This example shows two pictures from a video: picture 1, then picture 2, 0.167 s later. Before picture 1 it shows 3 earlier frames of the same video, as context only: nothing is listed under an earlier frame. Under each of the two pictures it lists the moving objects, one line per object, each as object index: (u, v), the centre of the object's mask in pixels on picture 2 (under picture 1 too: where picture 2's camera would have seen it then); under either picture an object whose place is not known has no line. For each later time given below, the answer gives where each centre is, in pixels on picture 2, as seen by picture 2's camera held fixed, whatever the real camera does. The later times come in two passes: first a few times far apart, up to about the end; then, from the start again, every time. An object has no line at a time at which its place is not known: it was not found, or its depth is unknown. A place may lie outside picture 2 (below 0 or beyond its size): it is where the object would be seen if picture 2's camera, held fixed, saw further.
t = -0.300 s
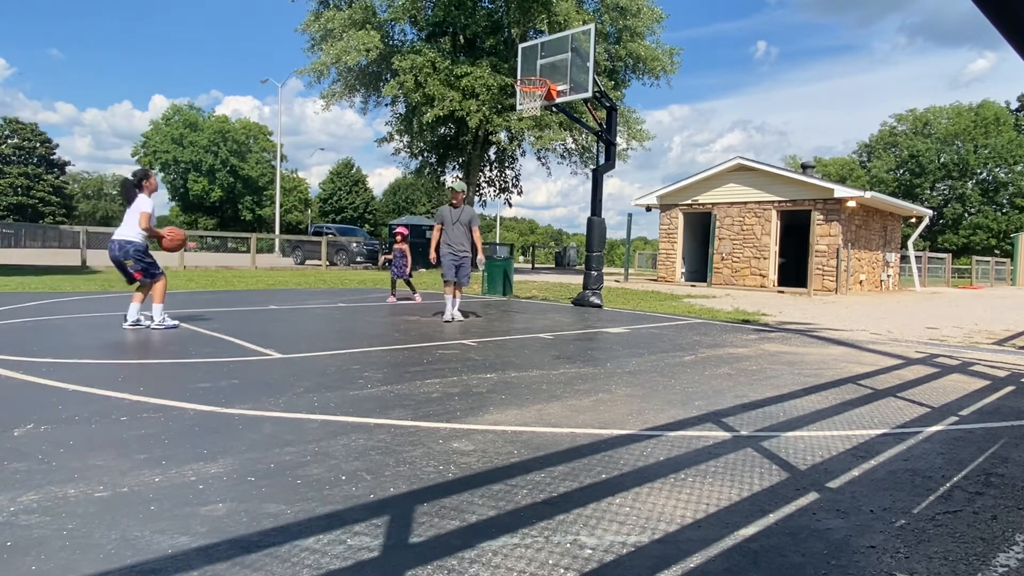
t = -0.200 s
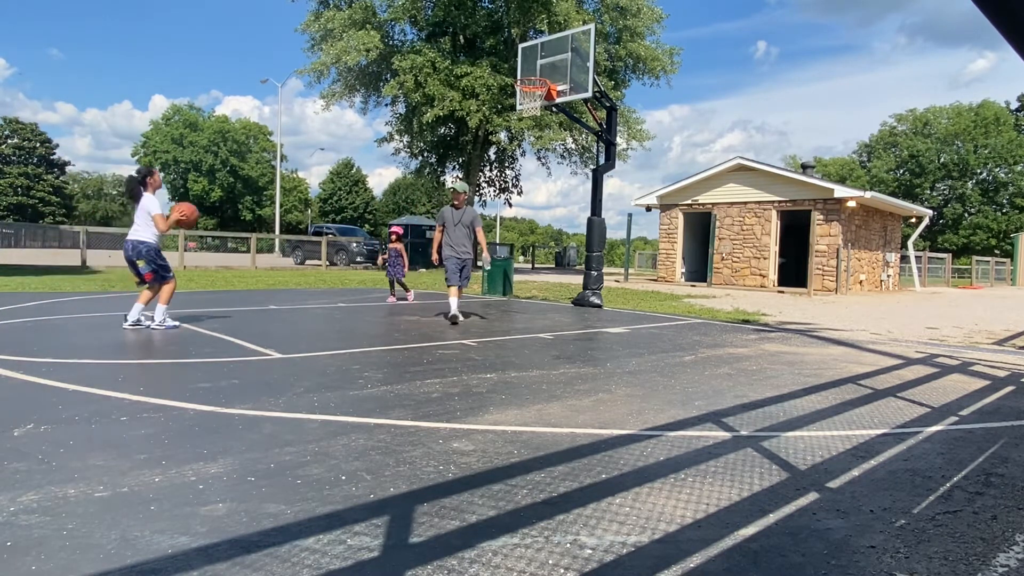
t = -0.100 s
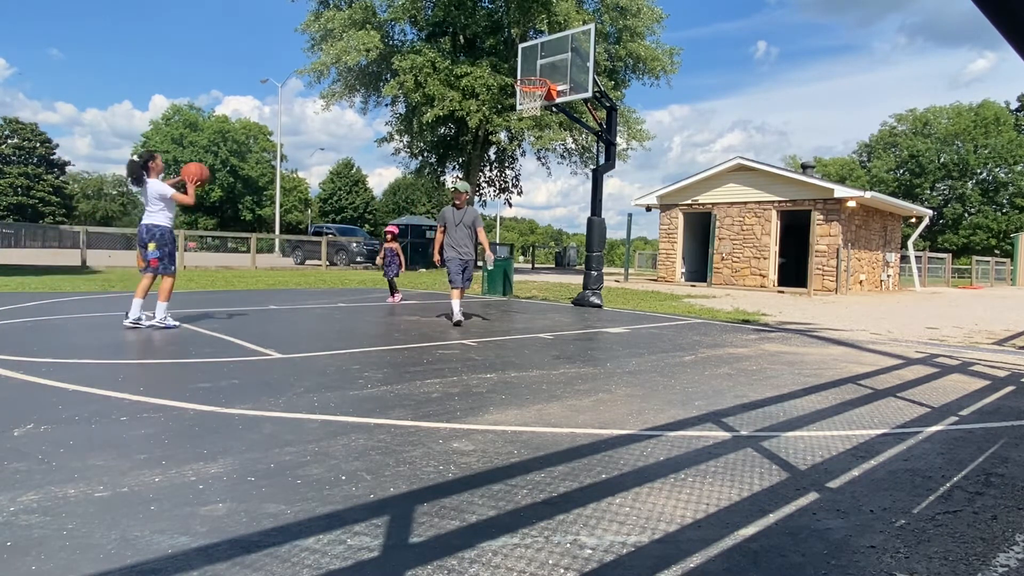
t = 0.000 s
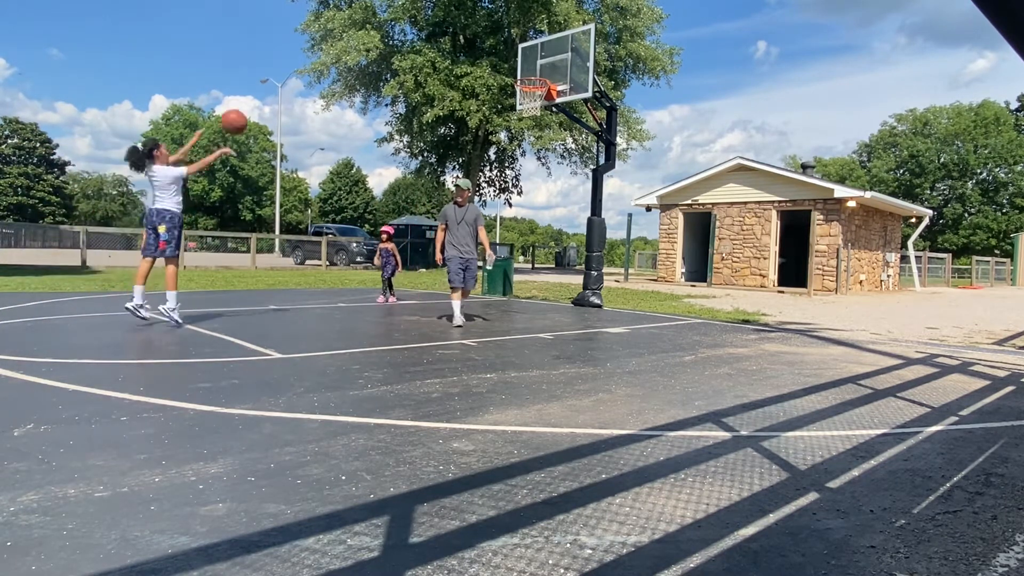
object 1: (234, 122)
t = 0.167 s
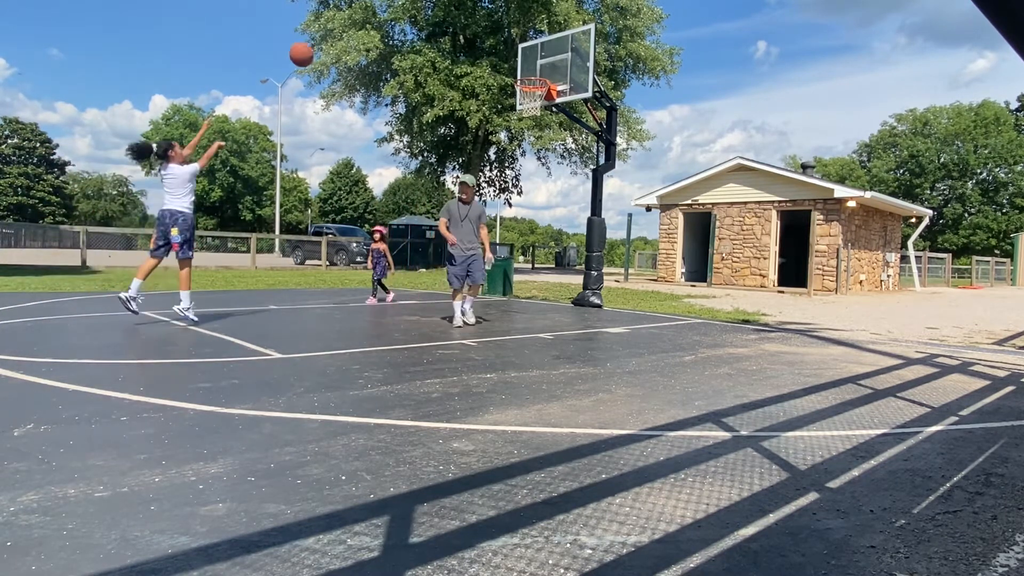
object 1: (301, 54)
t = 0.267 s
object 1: (337, 30)
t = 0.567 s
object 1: (428, 19)
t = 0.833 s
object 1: (492, 69)
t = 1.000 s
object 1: (524, 122)
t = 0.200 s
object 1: (313, 45)
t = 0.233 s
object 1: (325, 37)
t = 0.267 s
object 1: (337, 30)
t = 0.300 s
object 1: (348, 24)
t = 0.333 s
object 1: (358, 20)
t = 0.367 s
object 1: (369, 17)
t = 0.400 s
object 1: (380, 15)
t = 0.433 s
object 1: (390, 14)
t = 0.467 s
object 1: (399, 14)
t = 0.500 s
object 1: (410, 15)
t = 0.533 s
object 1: (419, 17)
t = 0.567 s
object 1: (428, 19)
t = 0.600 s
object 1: (437, 23)
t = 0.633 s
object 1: (446, 27)
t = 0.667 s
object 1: (454, 32)
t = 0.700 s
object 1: (462, 39)
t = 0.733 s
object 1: (470, 45)
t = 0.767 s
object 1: (477, 53)
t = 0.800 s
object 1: (485, 61)
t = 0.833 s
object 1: (492, 69)
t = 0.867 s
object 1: (499, 79)
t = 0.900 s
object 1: (506, 89)
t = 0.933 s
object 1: (512, 101)
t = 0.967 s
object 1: (519, 110)
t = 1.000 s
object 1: (524, 122)
